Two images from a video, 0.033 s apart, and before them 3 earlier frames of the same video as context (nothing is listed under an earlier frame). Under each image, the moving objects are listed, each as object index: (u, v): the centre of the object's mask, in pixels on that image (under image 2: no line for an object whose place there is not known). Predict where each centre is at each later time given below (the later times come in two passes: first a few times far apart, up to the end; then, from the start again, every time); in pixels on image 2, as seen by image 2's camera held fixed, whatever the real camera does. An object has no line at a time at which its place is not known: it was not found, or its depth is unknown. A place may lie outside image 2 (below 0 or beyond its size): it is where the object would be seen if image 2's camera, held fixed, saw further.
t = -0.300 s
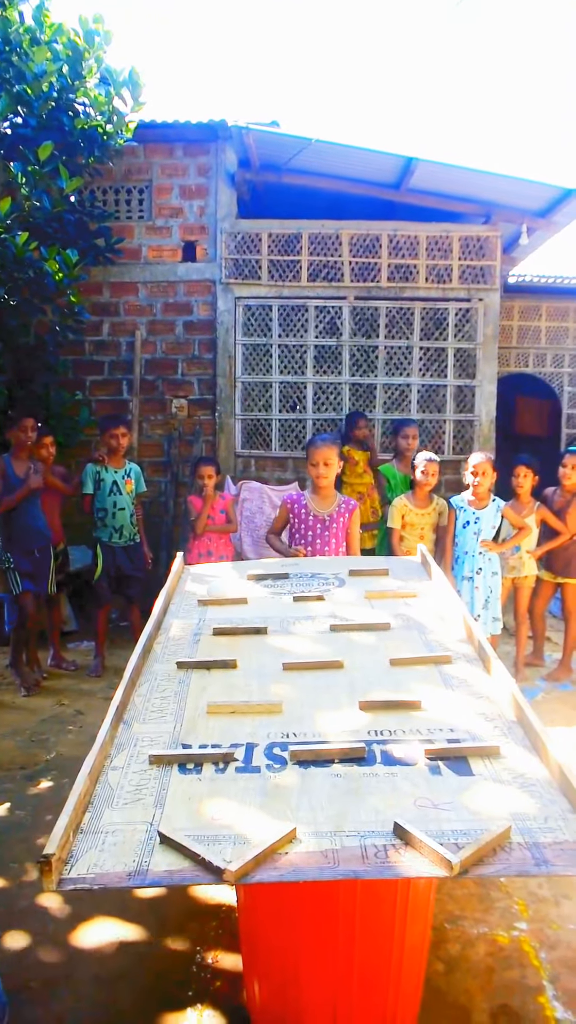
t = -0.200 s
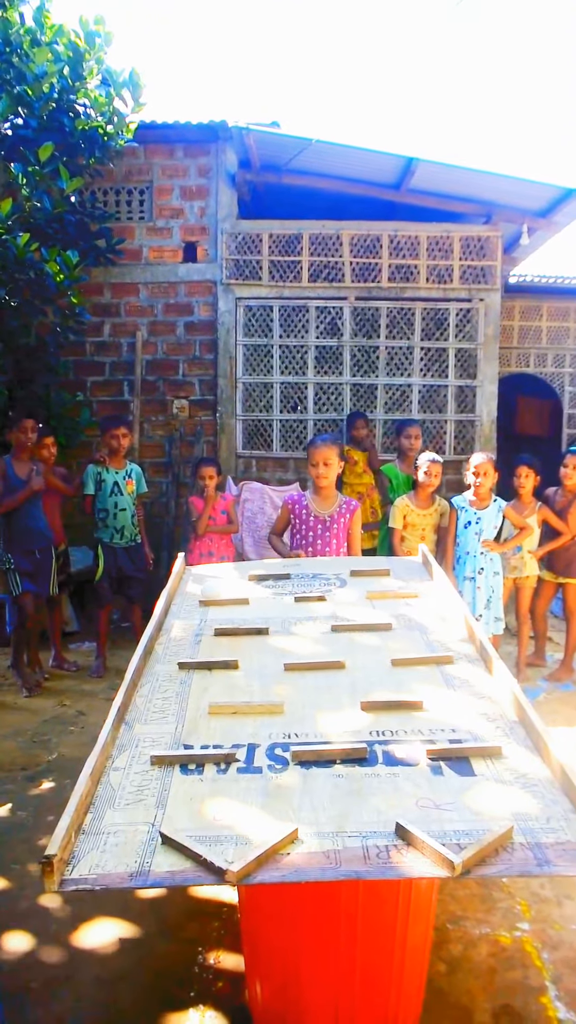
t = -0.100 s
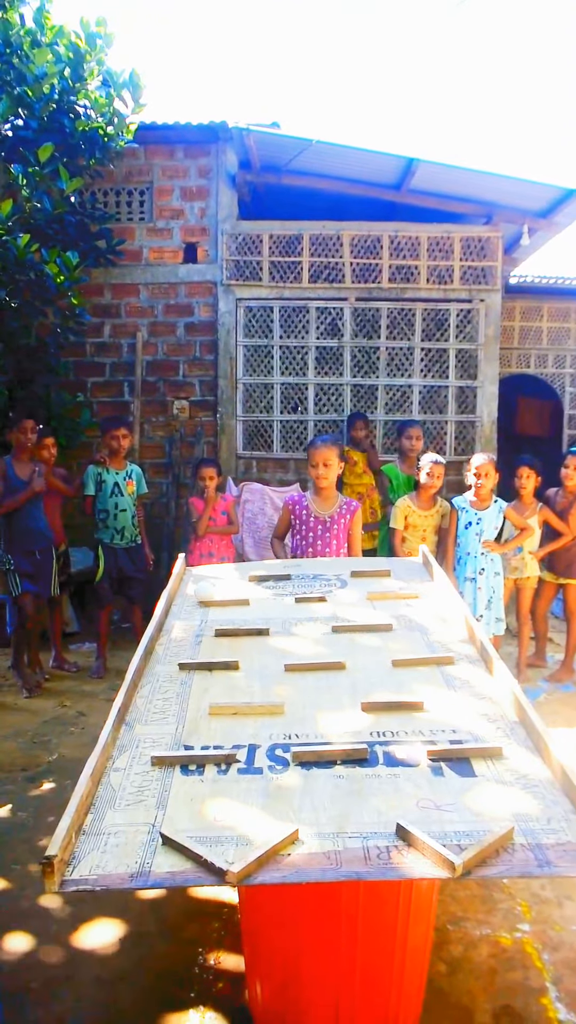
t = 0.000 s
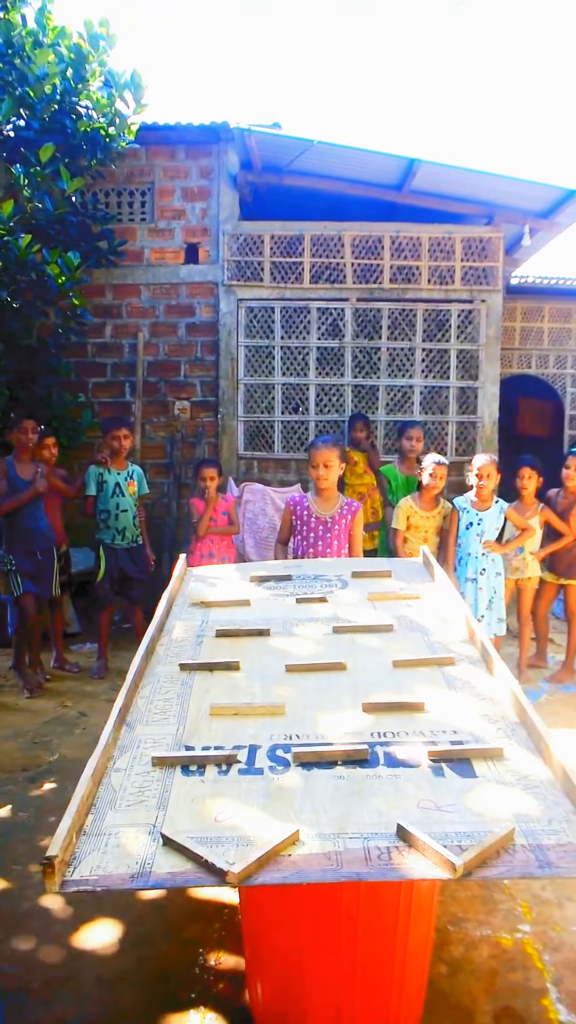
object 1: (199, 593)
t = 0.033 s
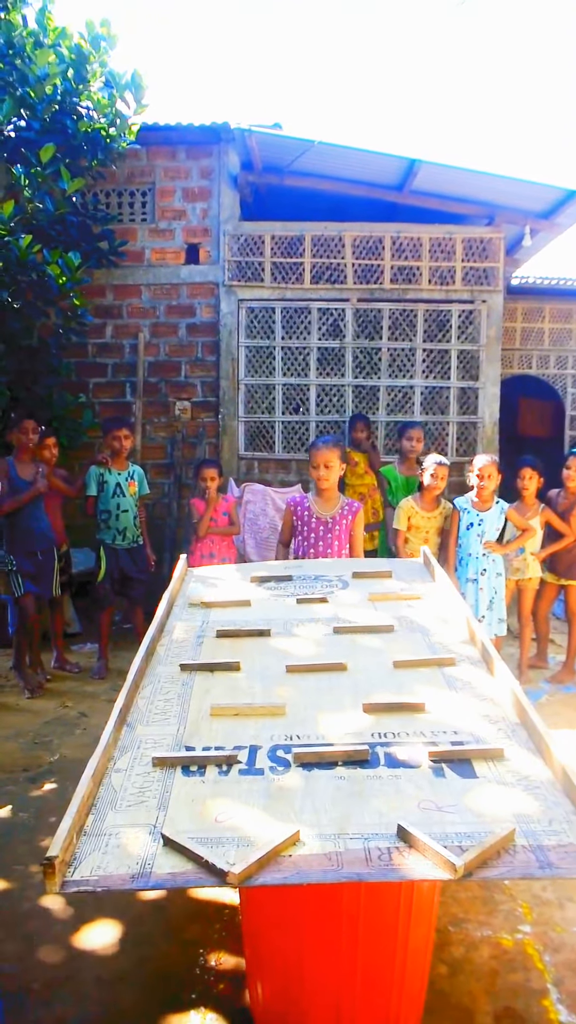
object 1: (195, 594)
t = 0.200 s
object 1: (184, 597)
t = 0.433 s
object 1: (183, 602)
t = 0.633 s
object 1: (178, 609)
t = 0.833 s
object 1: (174, 620)
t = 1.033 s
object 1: (169, 635)
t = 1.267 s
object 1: (159, 659)
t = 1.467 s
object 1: (149, 688)
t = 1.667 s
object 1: (135, 725)
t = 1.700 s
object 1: (132, 733)
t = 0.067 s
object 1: (192, 594)
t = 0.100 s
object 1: (189, 596)
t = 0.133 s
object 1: (185, 597)
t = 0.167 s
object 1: (184, 596)
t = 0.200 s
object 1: (184, 597)
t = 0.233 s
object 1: (184, 597)
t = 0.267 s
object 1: (184, 598)
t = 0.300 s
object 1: (183, 599)
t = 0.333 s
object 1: (184, 599)
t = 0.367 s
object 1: (184, 600)
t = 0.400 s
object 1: (183, 601)
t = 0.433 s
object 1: (183, 602)
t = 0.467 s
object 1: (181, 604)
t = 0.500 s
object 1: (180, 605)
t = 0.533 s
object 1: (180, 606)
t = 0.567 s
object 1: (178, 607)
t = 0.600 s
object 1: (178, 608)
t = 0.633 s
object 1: (178, 609)
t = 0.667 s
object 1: (177, 611)
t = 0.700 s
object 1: (177, 612)
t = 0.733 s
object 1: (176, 614)
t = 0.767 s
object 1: (175, 616)
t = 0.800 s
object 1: (175, 618)
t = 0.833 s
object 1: (174, 620)
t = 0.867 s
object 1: (173, 622)
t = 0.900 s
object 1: (172, 625)
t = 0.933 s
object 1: (171, 627)
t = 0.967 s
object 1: (170, 630)
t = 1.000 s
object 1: (170, 633)
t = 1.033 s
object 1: (169, 635)
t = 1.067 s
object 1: (167, 638)
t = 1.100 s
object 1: (166, 641)
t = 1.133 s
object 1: (165, 645)
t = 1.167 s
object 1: (163, 648)
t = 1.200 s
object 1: (162, 652)
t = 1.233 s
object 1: (160, 655)
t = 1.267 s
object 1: (159, 659)
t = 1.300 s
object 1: (157, 663)
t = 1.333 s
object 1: (155, 667)
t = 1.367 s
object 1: (153, 672)
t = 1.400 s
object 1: (152, 677)
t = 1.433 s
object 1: (150, 682)
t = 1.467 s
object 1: (149, 688)
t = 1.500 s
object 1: (147, 693)
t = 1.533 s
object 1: (145, 699)
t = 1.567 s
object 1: (143, 704)
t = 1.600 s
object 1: (140, 711)
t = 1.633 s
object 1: (138, 718)
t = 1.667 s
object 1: (135, 725)
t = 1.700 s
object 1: (132, 733)
